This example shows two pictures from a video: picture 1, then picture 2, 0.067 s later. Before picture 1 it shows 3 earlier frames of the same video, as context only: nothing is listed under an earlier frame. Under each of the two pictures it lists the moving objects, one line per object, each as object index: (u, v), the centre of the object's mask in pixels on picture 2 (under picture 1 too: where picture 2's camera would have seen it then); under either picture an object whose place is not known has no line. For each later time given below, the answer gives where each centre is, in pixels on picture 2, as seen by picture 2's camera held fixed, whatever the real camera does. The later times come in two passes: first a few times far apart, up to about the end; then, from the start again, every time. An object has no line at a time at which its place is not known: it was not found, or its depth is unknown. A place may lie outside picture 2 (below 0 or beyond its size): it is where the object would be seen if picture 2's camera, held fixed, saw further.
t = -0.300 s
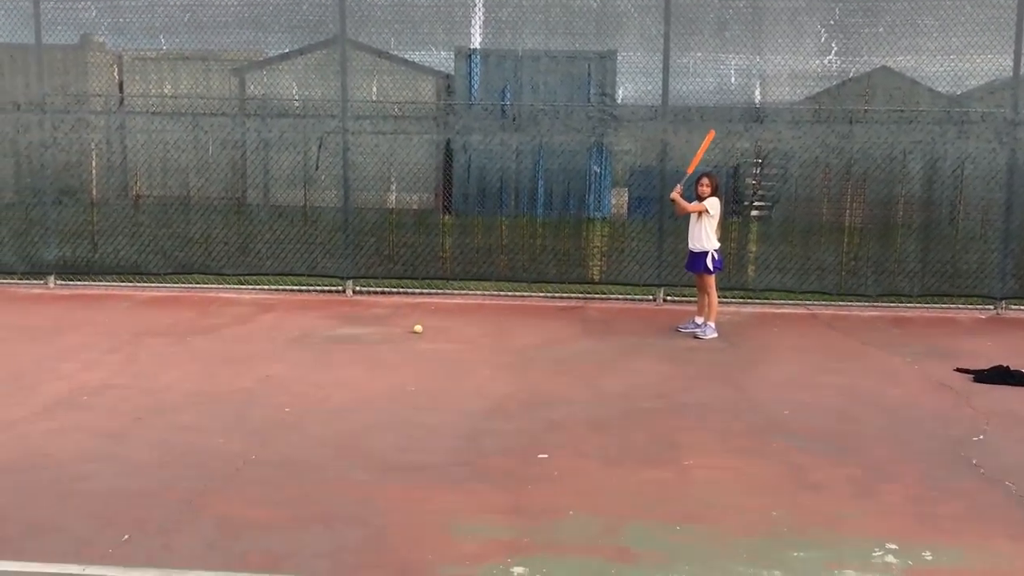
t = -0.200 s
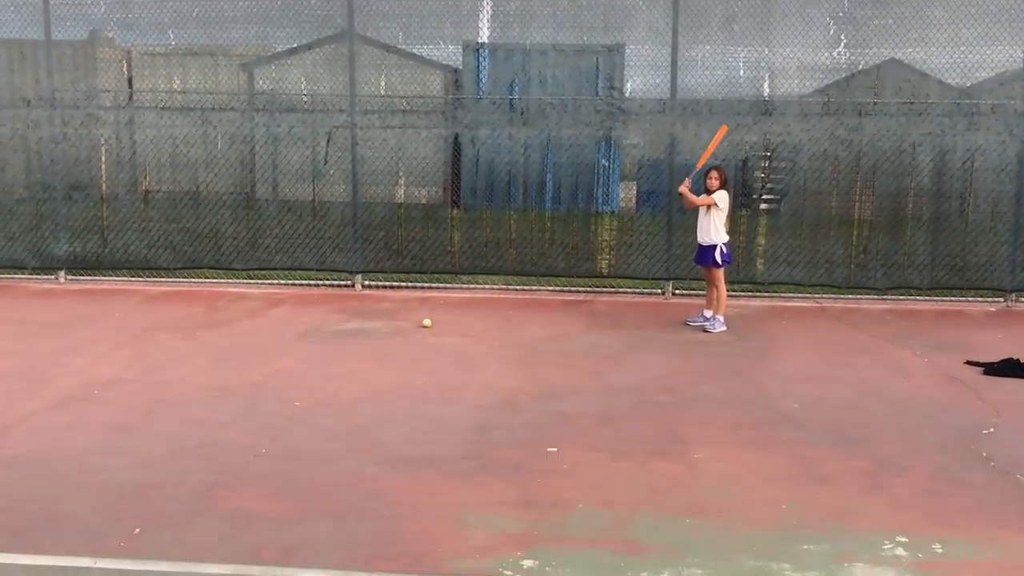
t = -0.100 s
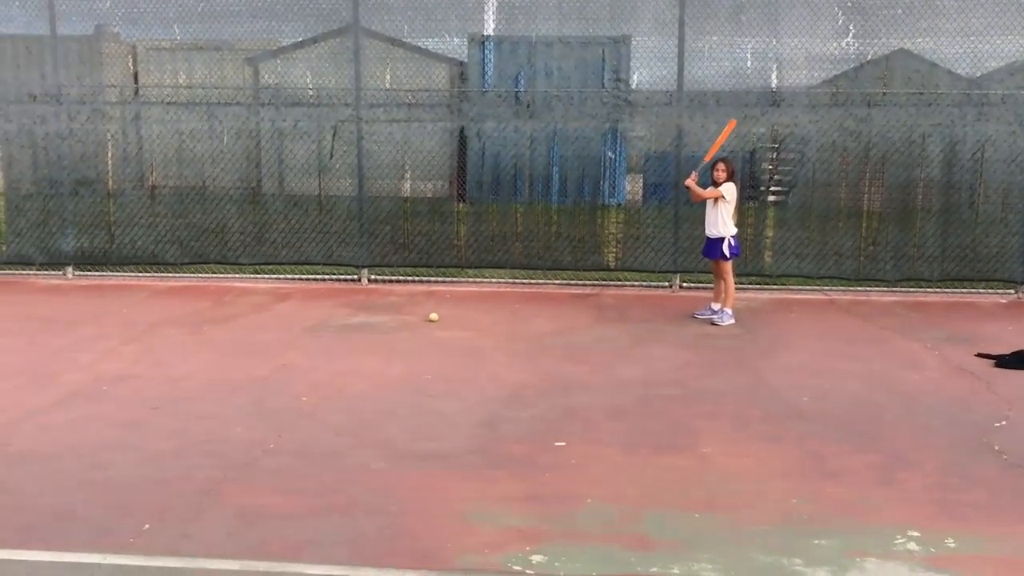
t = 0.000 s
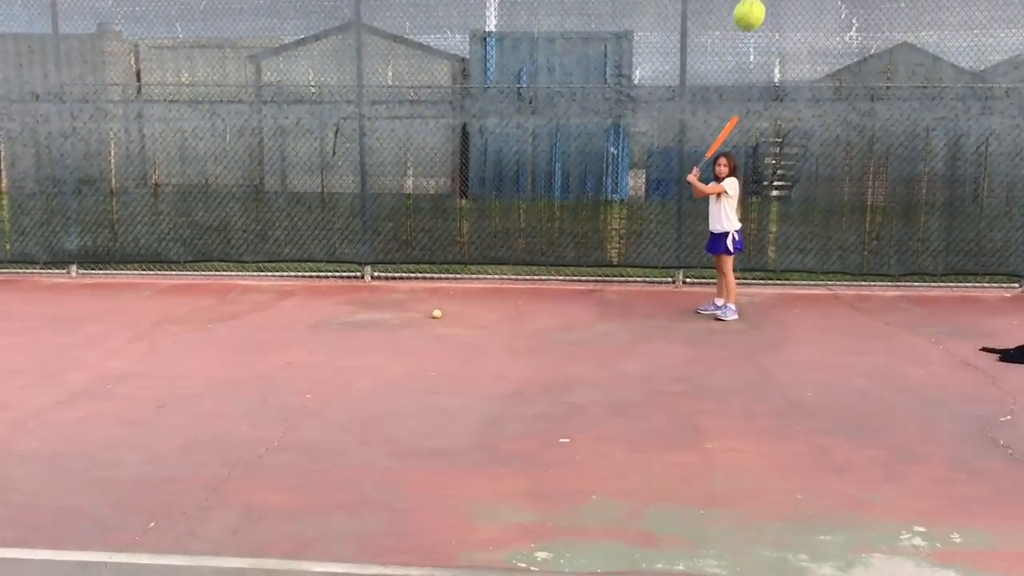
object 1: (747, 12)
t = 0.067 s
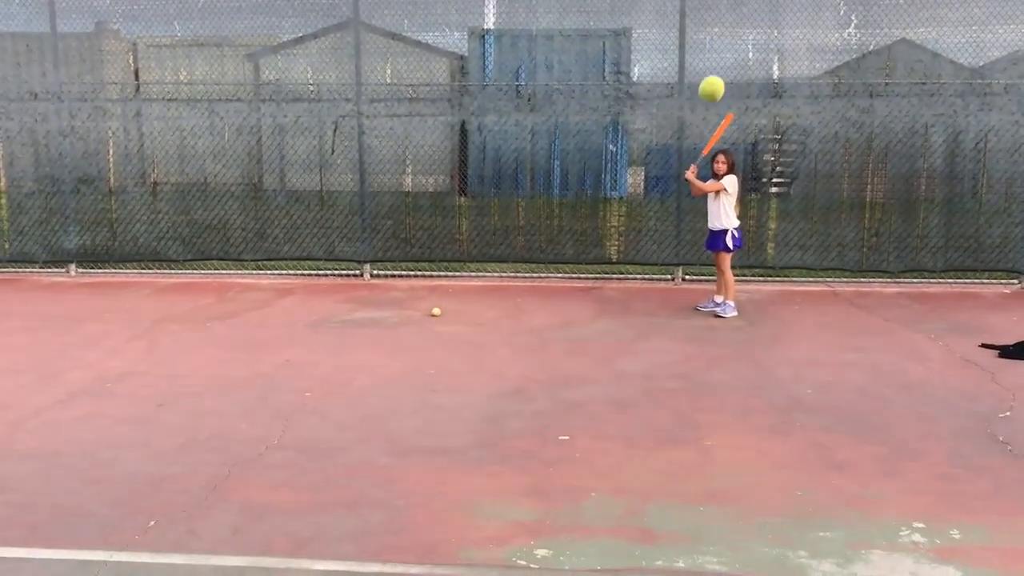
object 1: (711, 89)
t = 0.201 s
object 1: (669, 212)
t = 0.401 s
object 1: (637, 365)
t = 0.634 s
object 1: (625, 257)
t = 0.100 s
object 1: (698, 122)
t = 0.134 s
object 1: (687, 154)
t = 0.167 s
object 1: (677, 184)
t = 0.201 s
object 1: (669, 212)
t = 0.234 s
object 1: (662, 239)
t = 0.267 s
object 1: (655, 266)
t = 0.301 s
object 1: (650, 291)
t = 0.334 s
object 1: (645, 316)
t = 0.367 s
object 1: (641, 341)
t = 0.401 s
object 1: (637, 365)
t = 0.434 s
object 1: (634, 389)
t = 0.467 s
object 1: (632, 367)
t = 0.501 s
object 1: (631, 340)
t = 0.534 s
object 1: (629, 315)
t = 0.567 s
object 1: (627, 294)
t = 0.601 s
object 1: (626, 274)
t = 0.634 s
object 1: (625, 257)
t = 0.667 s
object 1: (624, 243)
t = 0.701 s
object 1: (623, 231)
